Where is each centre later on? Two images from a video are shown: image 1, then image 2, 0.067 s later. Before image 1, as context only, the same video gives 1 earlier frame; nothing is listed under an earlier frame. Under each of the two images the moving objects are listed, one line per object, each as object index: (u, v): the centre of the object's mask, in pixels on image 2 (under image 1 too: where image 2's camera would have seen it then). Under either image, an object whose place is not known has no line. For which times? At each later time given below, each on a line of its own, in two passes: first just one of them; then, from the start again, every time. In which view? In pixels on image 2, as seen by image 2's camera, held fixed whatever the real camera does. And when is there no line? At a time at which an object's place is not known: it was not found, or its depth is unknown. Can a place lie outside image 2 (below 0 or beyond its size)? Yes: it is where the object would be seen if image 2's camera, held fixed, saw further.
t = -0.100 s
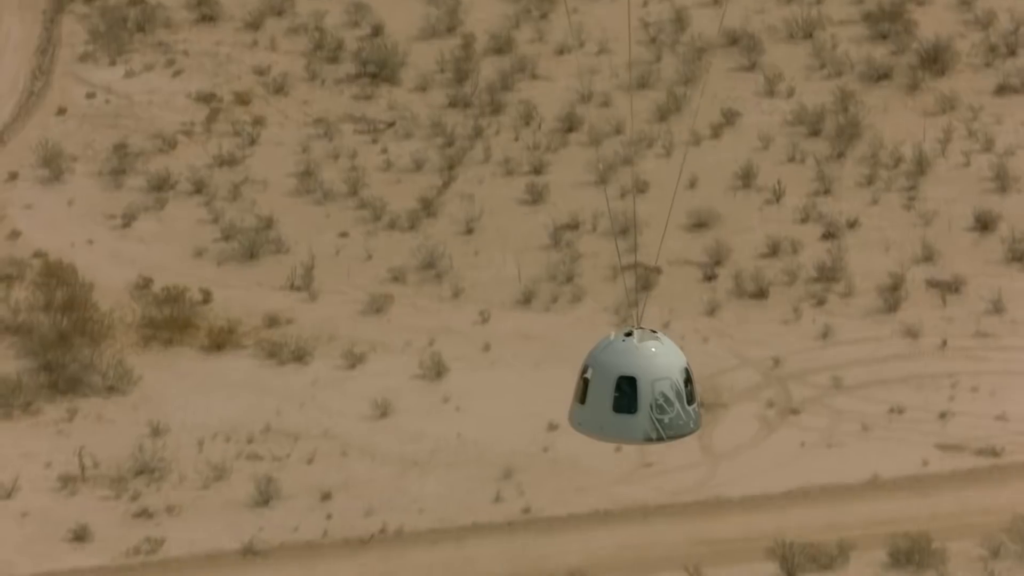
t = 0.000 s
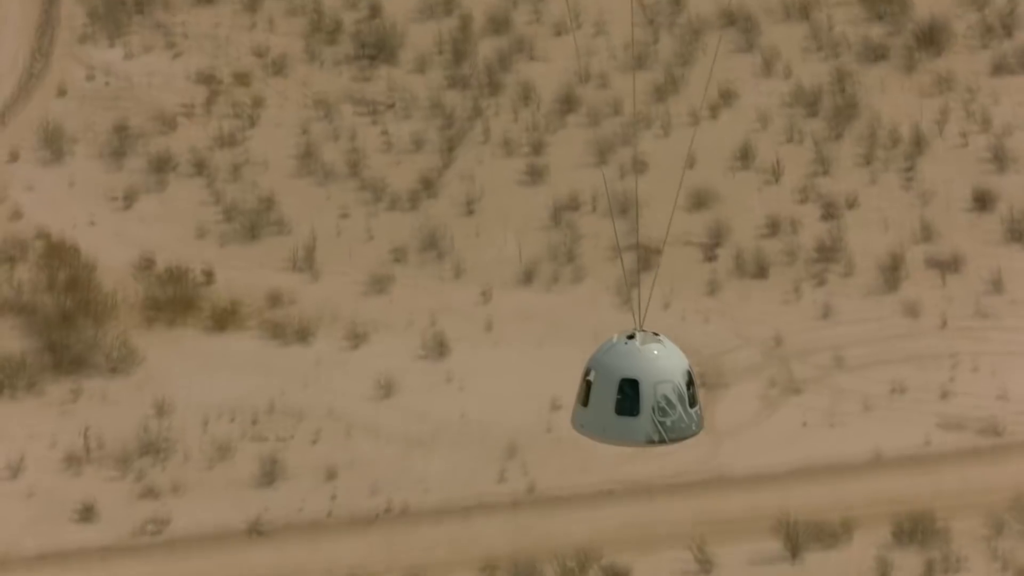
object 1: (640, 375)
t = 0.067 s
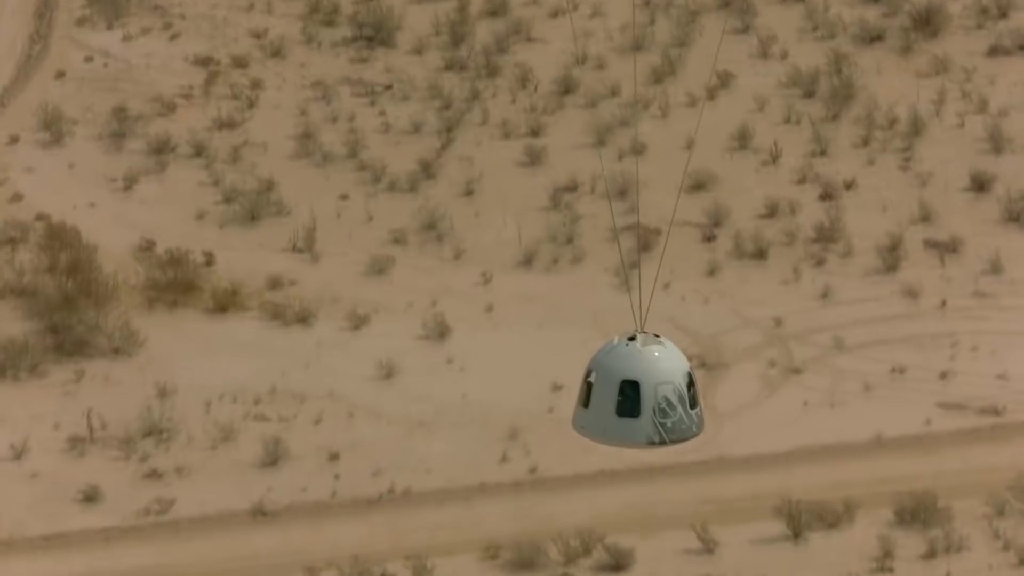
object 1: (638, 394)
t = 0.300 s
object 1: (633, 455)
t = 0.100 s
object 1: (638, 404)
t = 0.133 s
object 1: (637, 411)
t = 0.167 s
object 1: (636, 418)
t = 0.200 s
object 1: (636, 427)
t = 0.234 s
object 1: (634, 438)
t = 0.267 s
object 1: (634, 447)
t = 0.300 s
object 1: (633, 455)
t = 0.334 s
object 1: (632, 461)
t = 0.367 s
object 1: (631, 471)
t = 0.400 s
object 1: (630, 481)
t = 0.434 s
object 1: (629, 490)
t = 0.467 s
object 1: (629, 499)
